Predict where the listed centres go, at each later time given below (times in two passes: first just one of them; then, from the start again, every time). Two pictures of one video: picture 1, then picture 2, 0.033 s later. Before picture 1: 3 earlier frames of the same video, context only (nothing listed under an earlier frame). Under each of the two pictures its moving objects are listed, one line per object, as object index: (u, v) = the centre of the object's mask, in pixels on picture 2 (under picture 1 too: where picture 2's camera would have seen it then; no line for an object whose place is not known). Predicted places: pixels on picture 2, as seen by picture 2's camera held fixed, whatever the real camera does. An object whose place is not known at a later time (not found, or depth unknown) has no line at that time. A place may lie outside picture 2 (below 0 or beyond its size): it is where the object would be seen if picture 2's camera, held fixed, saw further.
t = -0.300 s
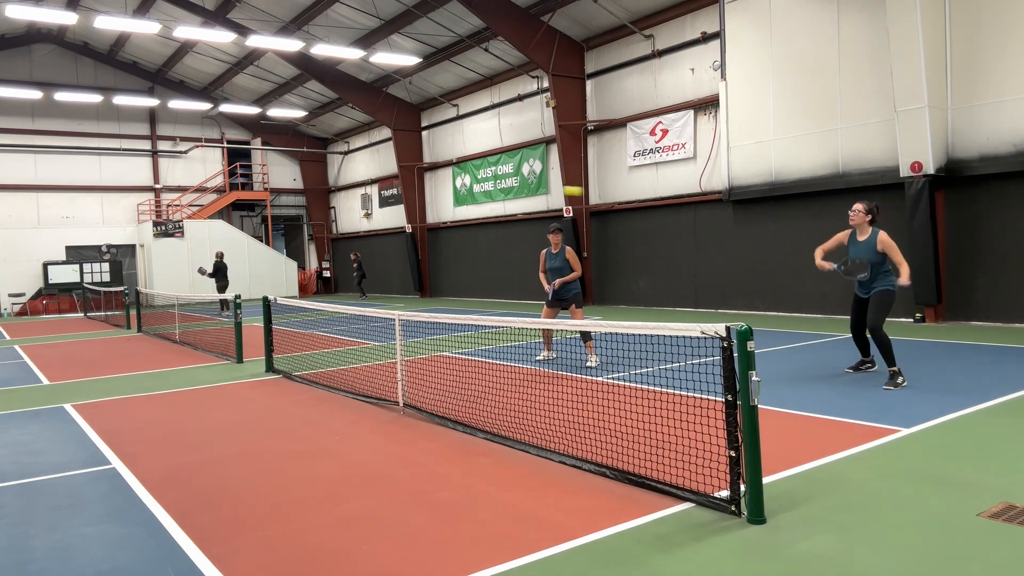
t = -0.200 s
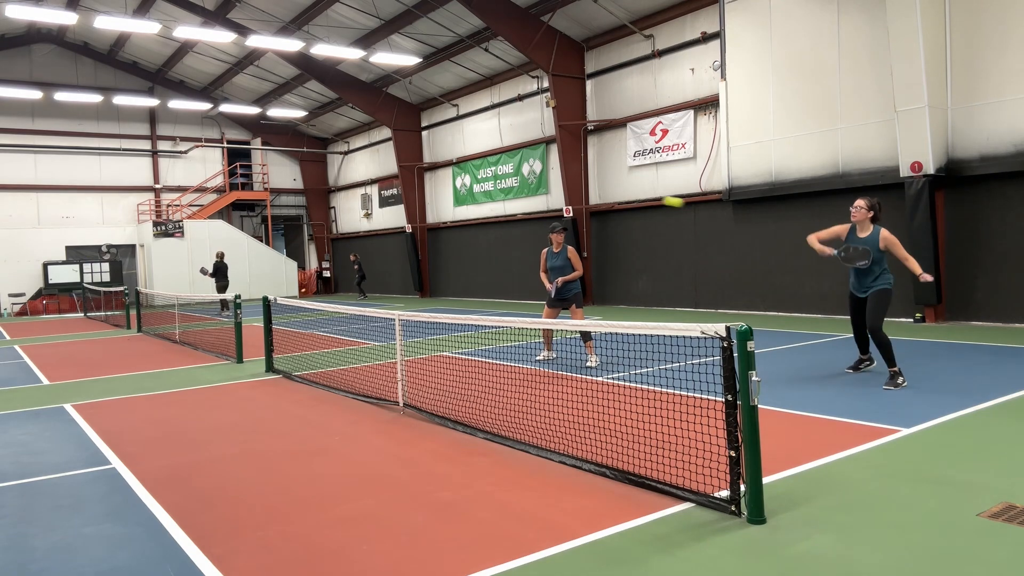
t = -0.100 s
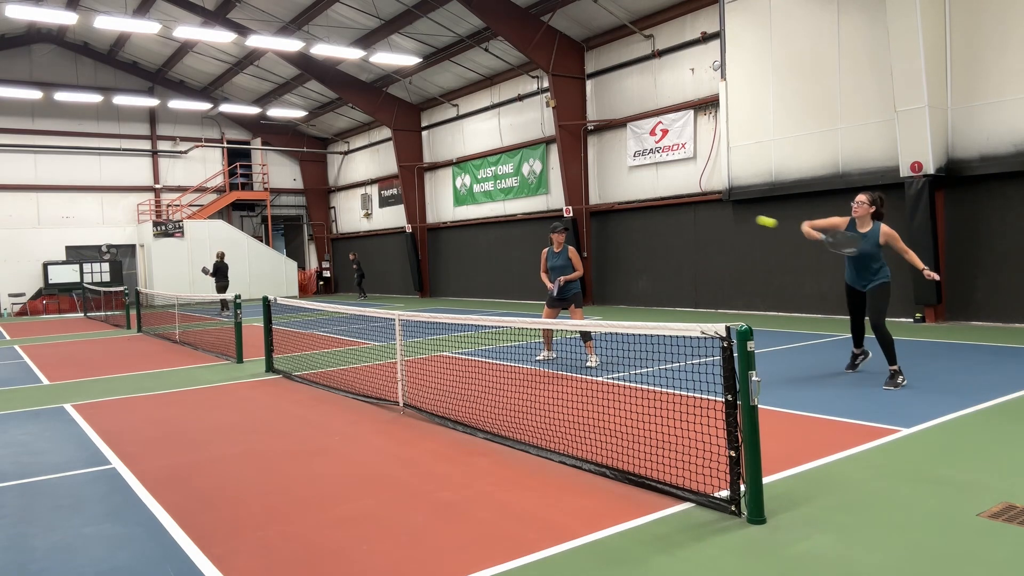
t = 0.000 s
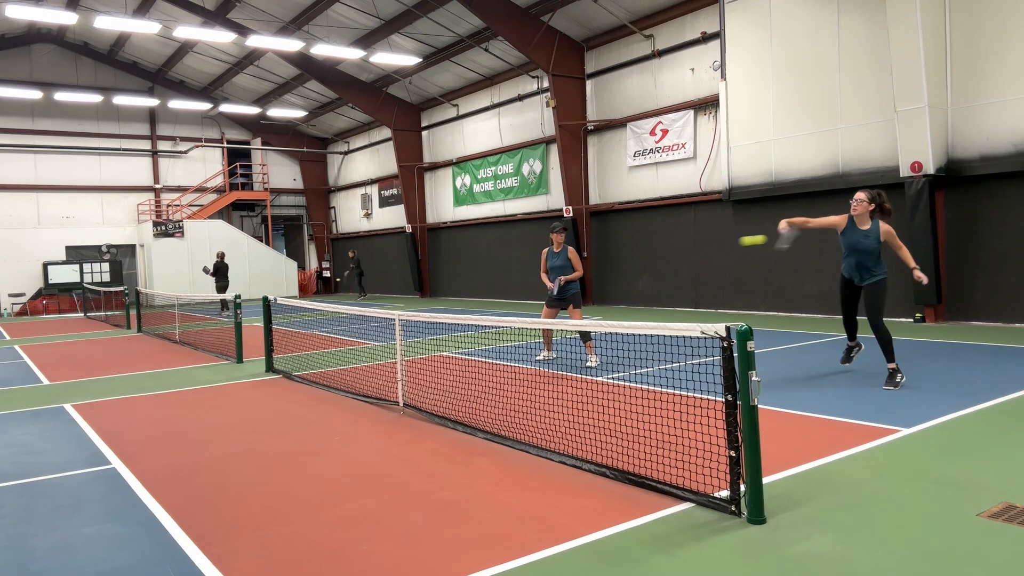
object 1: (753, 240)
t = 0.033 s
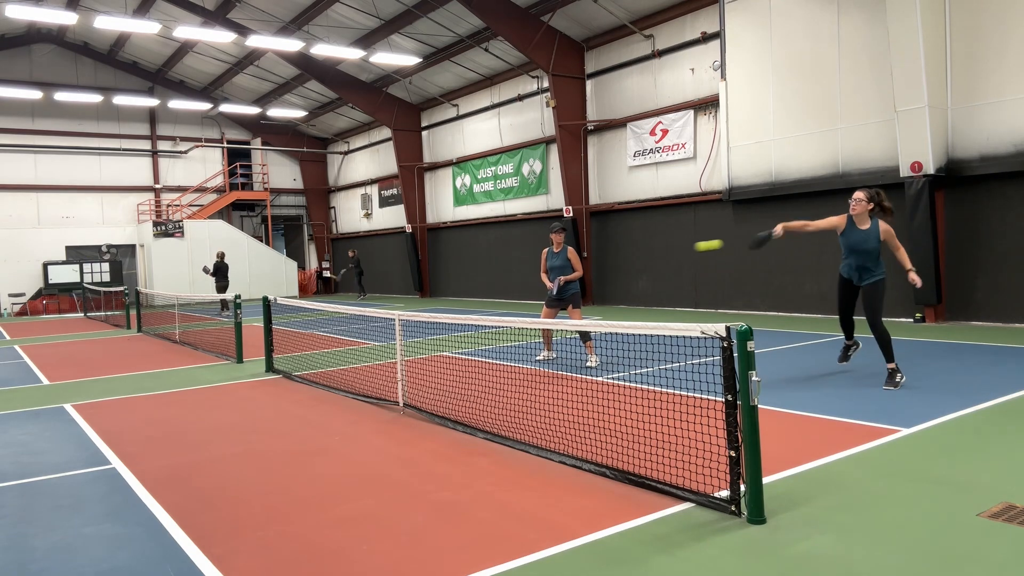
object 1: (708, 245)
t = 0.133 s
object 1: (567, 271)
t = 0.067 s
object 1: (663, 252)
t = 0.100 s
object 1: (616, 261)
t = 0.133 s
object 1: (567, 271)
